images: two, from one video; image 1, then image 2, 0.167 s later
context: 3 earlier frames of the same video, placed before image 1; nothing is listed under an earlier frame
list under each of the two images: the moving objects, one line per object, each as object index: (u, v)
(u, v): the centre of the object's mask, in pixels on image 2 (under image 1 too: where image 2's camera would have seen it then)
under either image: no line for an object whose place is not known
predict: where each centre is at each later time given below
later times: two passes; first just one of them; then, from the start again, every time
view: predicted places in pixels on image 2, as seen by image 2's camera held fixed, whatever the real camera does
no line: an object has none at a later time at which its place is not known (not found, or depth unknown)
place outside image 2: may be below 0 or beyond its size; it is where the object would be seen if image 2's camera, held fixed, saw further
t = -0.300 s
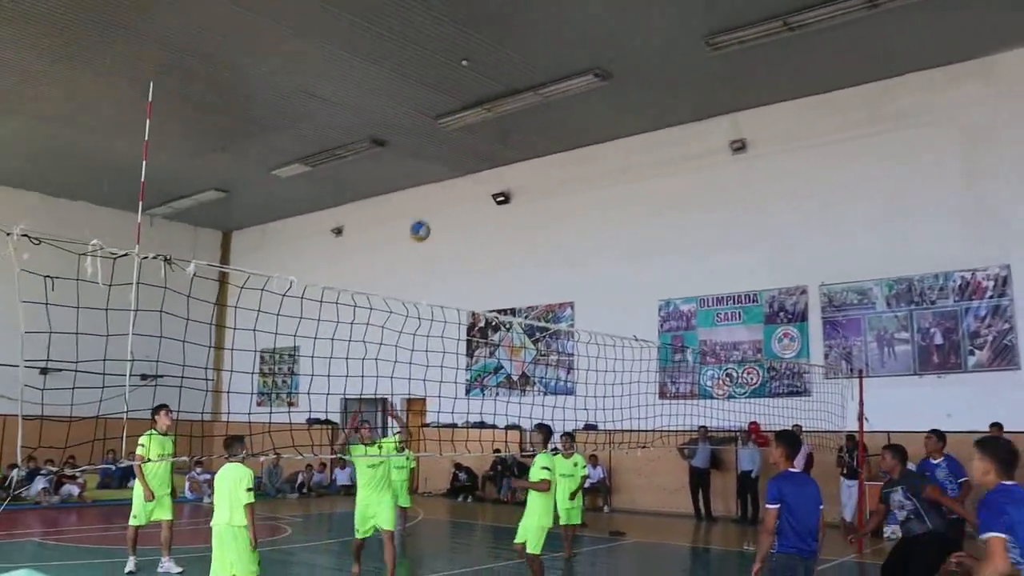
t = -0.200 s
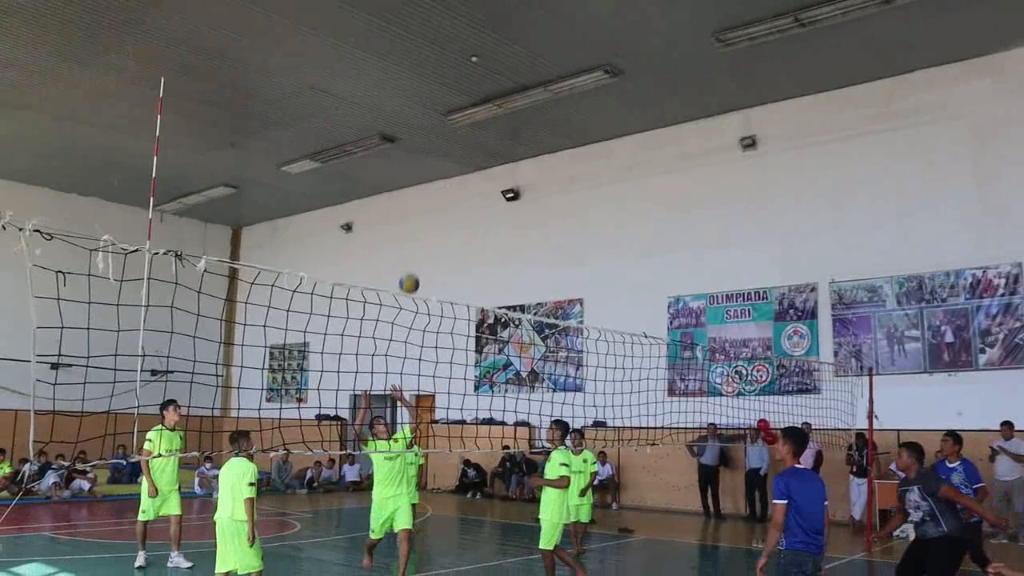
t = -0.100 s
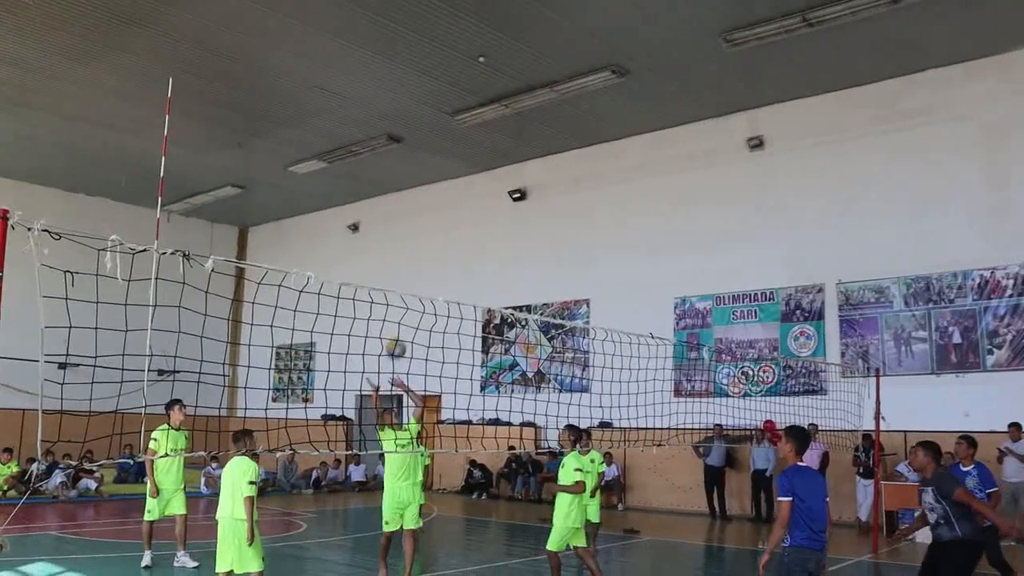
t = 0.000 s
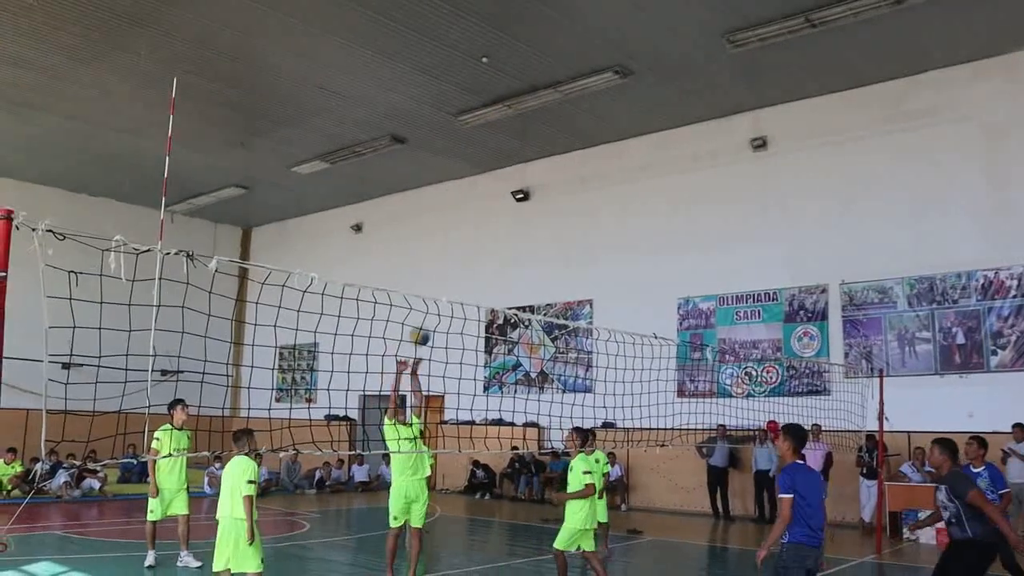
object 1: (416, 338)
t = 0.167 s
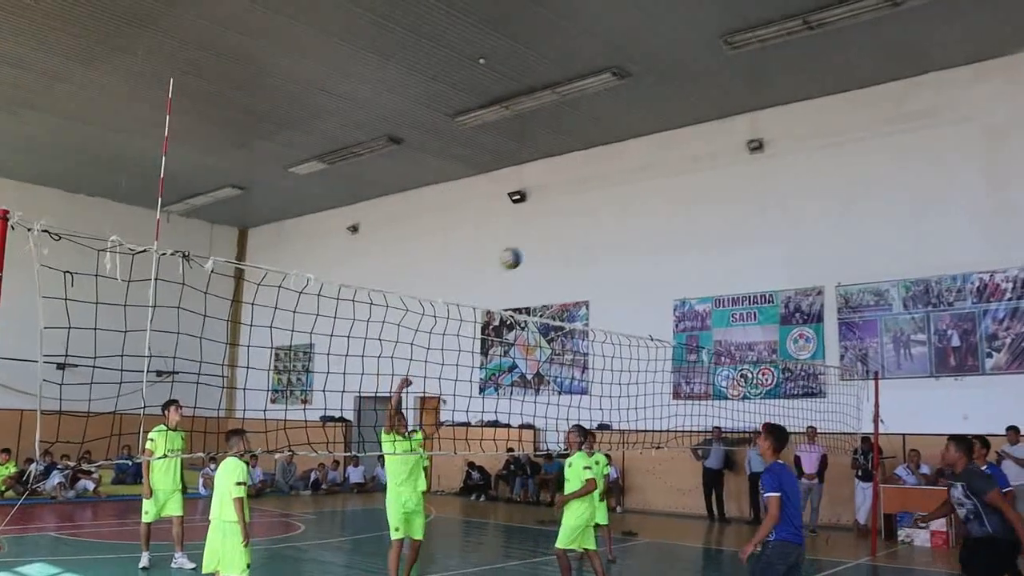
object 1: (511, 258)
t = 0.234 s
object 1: (550, 233)
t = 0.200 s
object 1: (530, 245)
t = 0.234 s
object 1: (550, 233)
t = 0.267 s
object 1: (571, 222)
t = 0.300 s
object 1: (593, 212)
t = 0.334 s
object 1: (614, 202)
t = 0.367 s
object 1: (637, 193)
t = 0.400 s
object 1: (659, 186)
